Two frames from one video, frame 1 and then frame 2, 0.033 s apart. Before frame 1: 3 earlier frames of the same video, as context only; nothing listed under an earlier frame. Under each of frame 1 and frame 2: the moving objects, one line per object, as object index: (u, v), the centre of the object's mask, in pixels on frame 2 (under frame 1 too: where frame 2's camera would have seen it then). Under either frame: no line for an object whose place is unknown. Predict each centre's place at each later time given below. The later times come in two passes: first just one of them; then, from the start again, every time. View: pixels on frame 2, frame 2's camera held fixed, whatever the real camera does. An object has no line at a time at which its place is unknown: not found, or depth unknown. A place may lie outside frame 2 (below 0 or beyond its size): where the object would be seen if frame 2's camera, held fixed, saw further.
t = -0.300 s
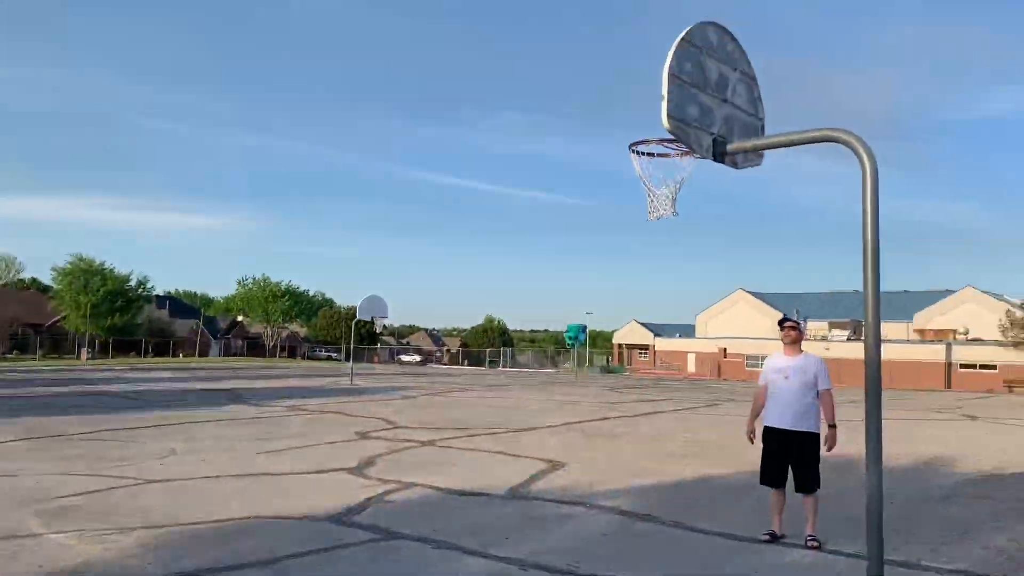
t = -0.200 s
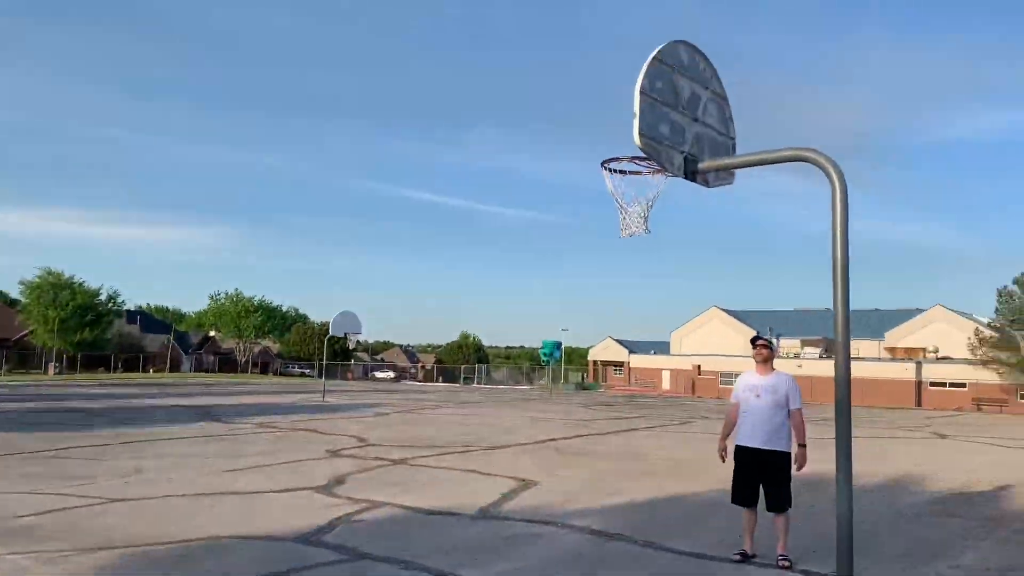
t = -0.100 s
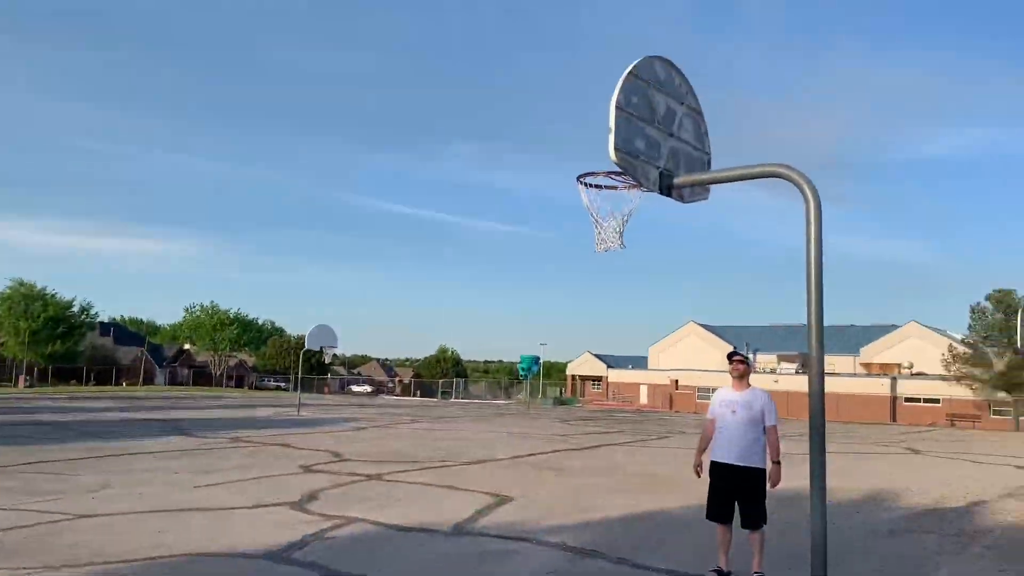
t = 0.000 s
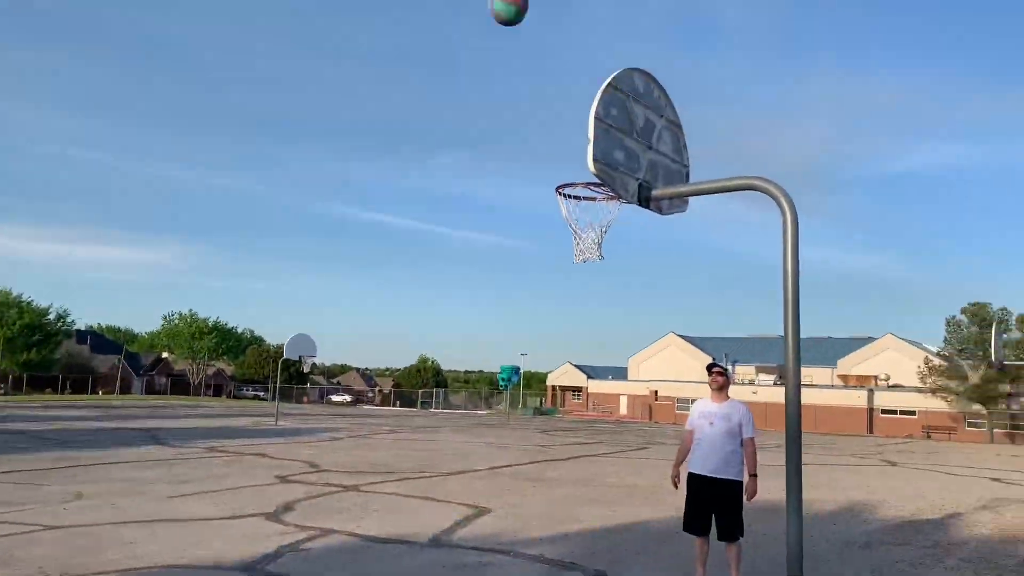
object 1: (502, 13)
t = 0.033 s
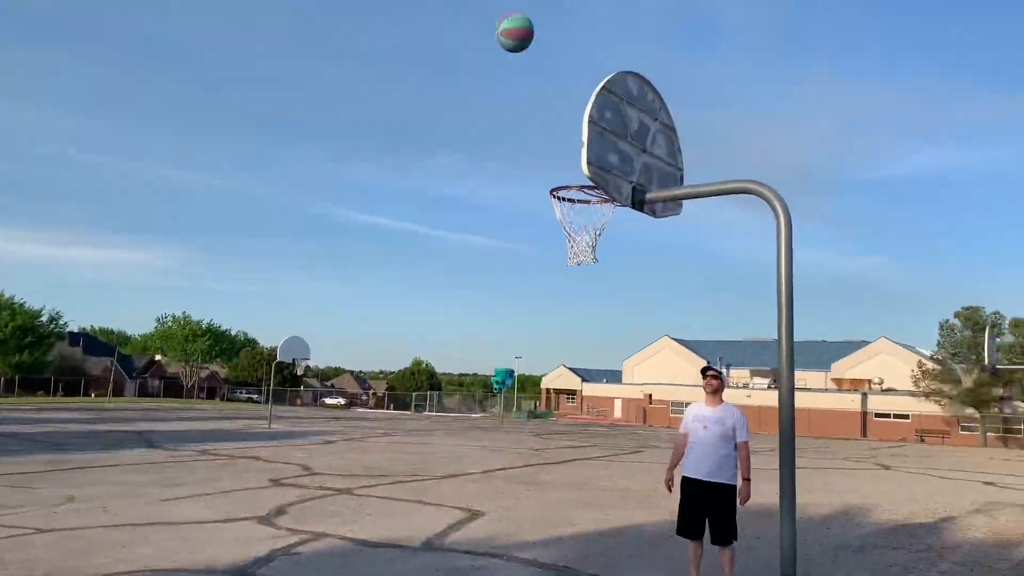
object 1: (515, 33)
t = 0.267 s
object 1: (563, 152)
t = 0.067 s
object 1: (526, 57)
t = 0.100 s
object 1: (537, 82)
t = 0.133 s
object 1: (548, 109)
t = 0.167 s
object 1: (558, 136)
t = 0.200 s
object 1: (566, 163)
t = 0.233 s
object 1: (567, 168)
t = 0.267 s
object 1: (563, 152)
